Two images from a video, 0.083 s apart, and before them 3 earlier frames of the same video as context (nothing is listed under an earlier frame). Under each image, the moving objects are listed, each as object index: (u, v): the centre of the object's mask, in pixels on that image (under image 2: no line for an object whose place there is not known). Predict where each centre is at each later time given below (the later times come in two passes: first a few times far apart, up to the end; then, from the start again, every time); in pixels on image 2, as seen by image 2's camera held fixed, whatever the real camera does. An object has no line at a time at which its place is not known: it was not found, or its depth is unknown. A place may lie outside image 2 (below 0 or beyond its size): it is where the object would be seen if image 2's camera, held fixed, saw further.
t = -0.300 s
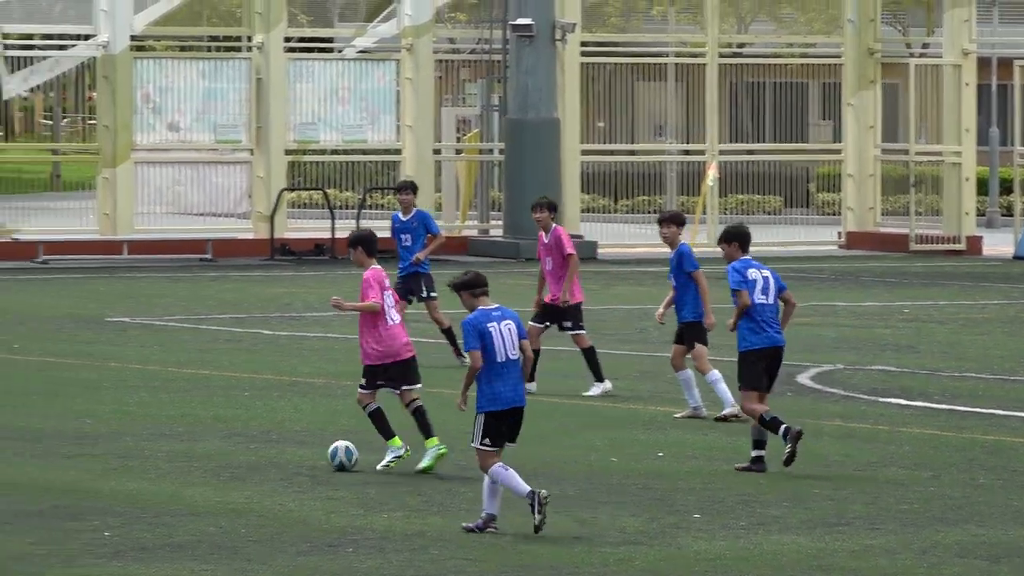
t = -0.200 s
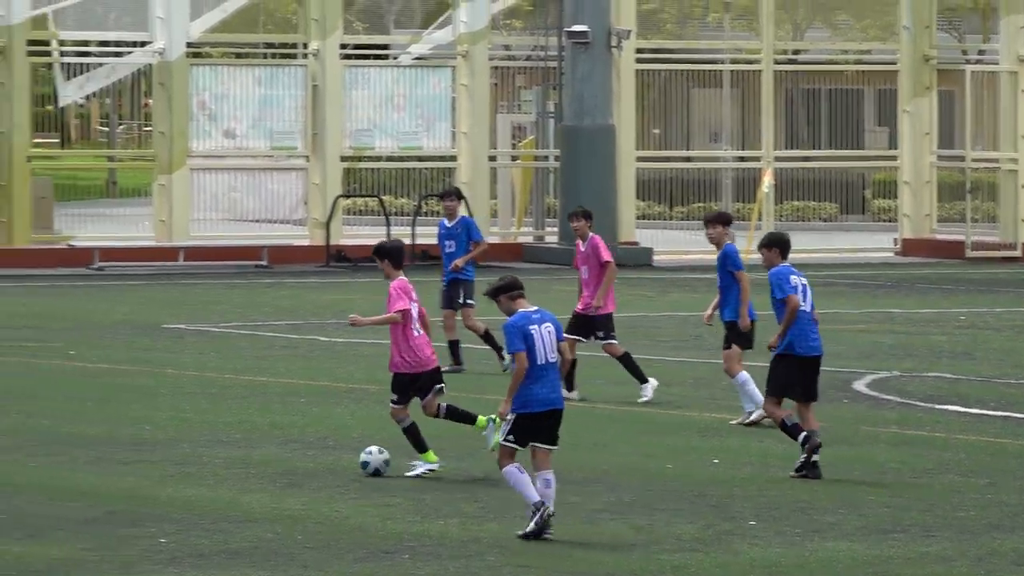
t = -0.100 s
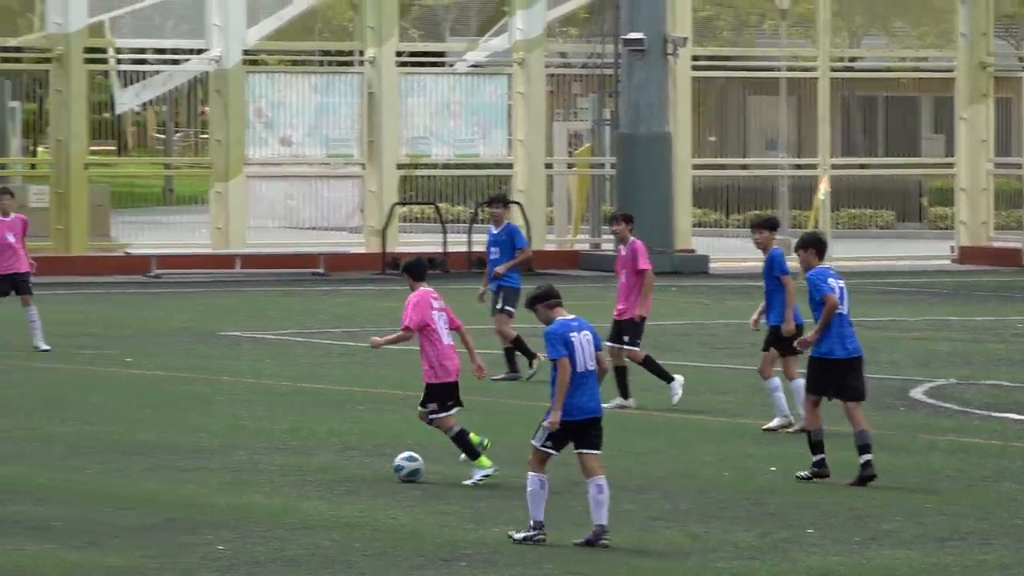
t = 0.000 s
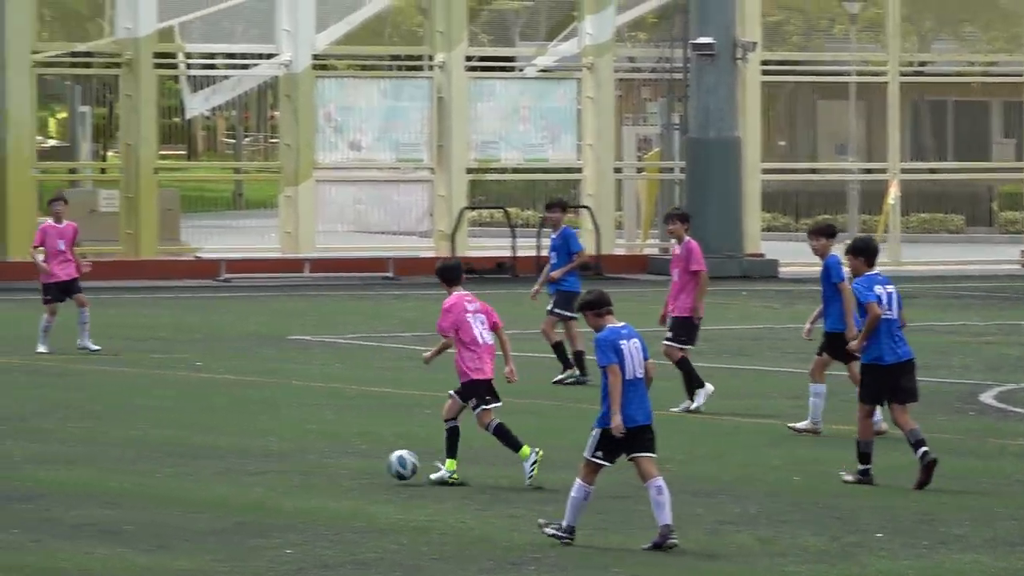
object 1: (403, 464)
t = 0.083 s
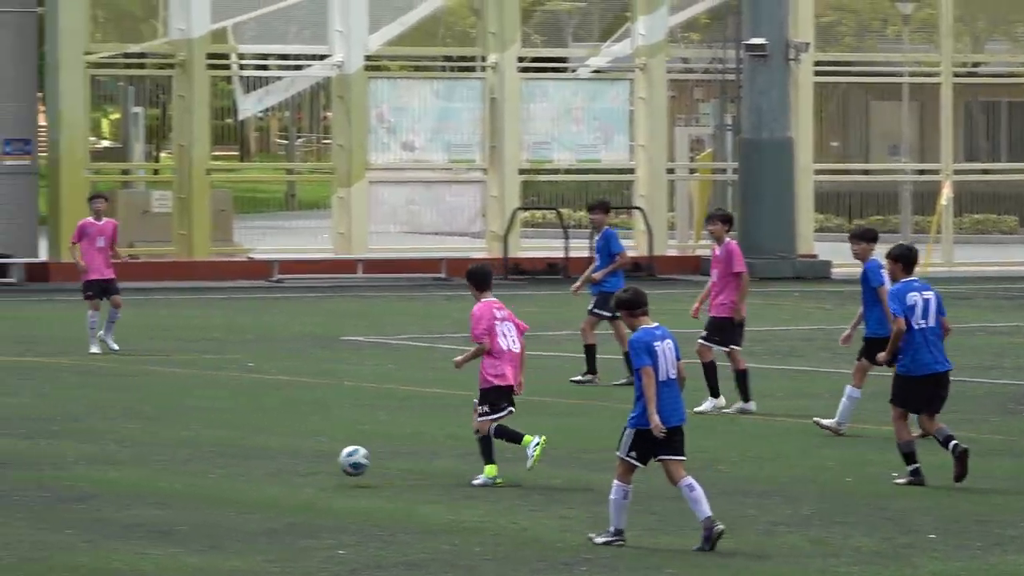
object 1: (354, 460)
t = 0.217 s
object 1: (192, 473)
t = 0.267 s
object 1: (141, 466)
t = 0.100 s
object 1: (334, 461)
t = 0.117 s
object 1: (313, 462)
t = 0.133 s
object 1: (293, 463)
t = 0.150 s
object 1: (273, 465)
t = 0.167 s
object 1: (252, 467)
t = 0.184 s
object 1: (230, 470)
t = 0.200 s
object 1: (211, 472)
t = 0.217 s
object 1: (192, 473)
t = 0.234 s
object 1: (175, 471)
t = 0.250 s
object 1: (158, 468)
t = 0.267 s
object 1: (141, 466)
